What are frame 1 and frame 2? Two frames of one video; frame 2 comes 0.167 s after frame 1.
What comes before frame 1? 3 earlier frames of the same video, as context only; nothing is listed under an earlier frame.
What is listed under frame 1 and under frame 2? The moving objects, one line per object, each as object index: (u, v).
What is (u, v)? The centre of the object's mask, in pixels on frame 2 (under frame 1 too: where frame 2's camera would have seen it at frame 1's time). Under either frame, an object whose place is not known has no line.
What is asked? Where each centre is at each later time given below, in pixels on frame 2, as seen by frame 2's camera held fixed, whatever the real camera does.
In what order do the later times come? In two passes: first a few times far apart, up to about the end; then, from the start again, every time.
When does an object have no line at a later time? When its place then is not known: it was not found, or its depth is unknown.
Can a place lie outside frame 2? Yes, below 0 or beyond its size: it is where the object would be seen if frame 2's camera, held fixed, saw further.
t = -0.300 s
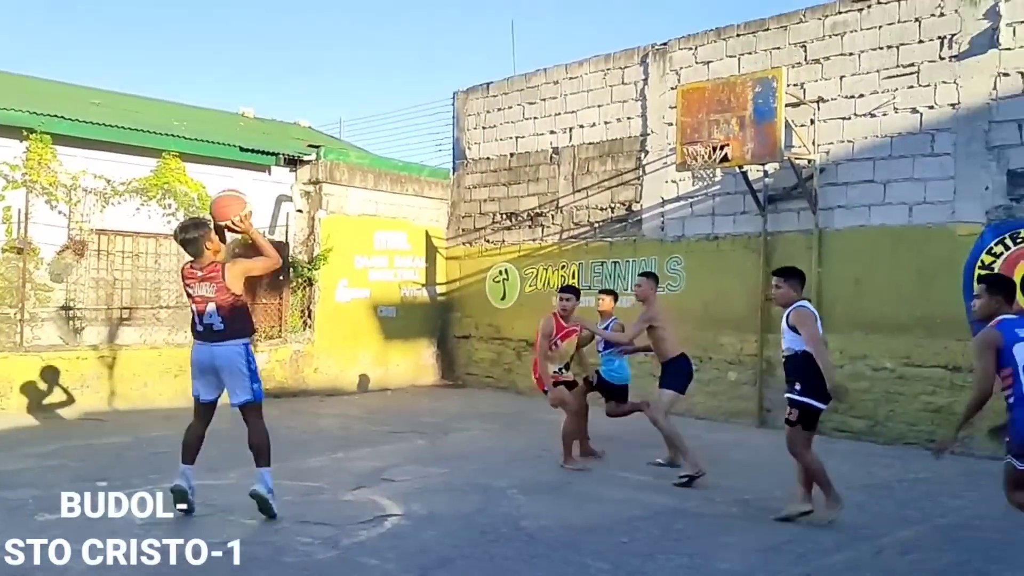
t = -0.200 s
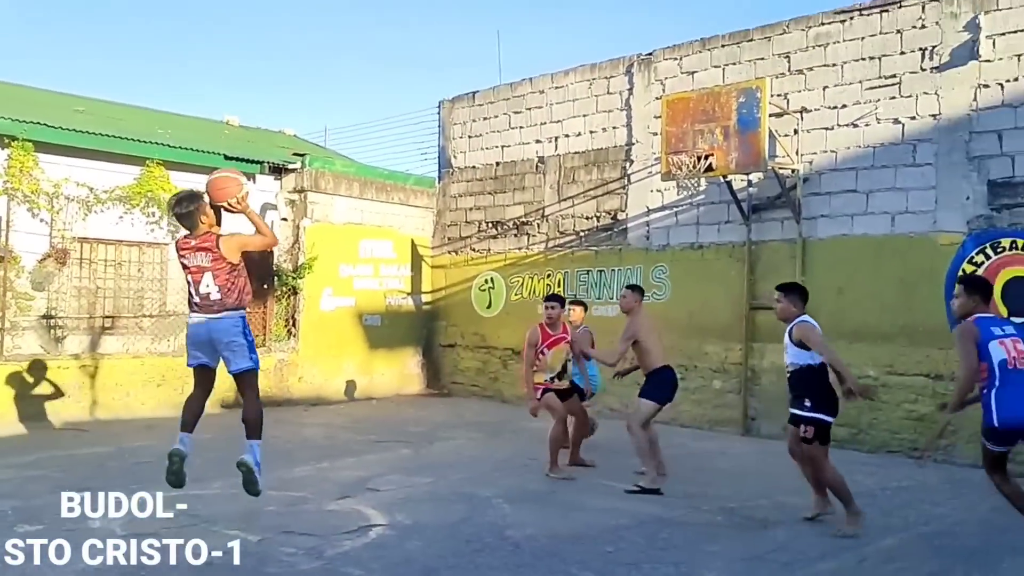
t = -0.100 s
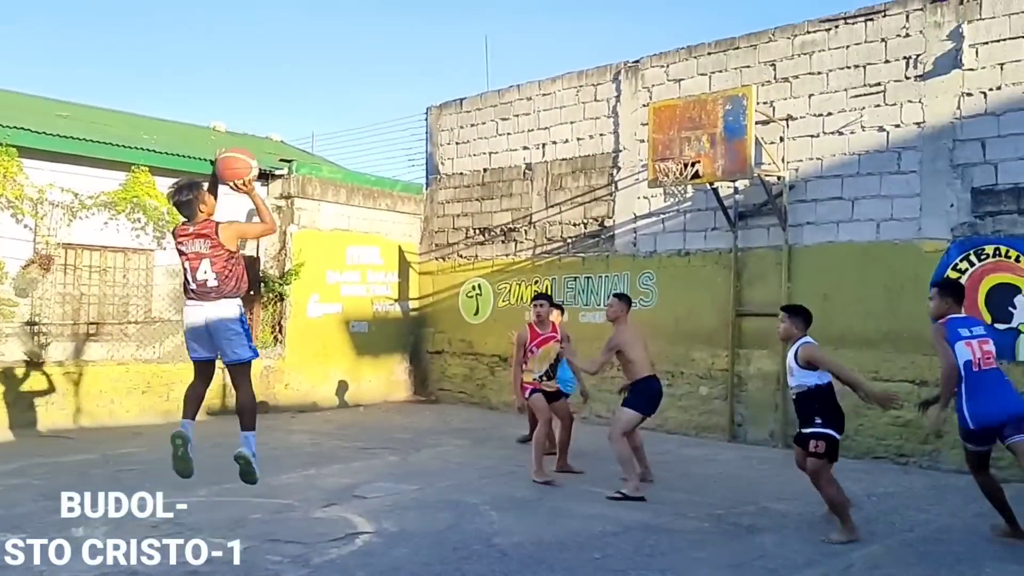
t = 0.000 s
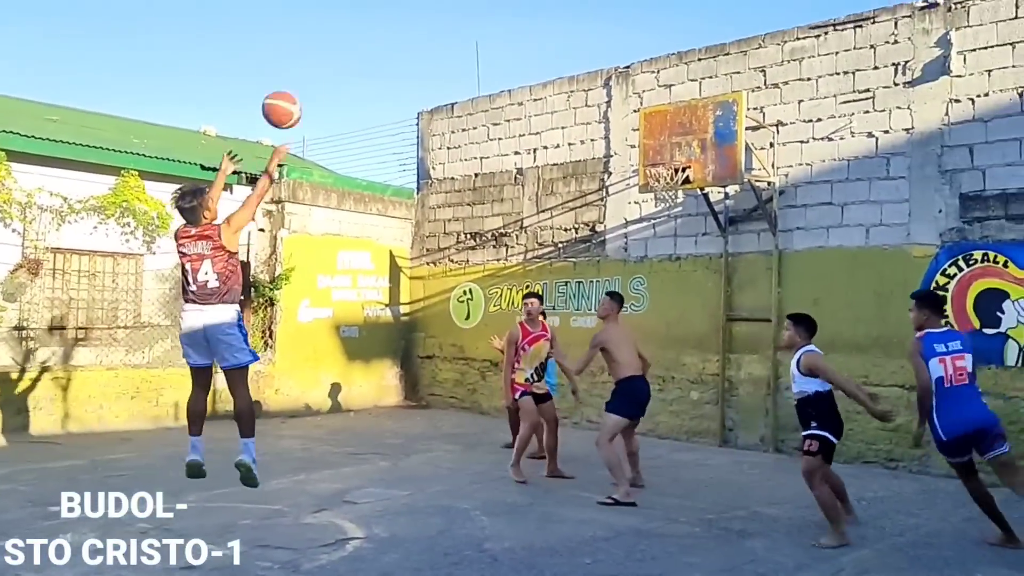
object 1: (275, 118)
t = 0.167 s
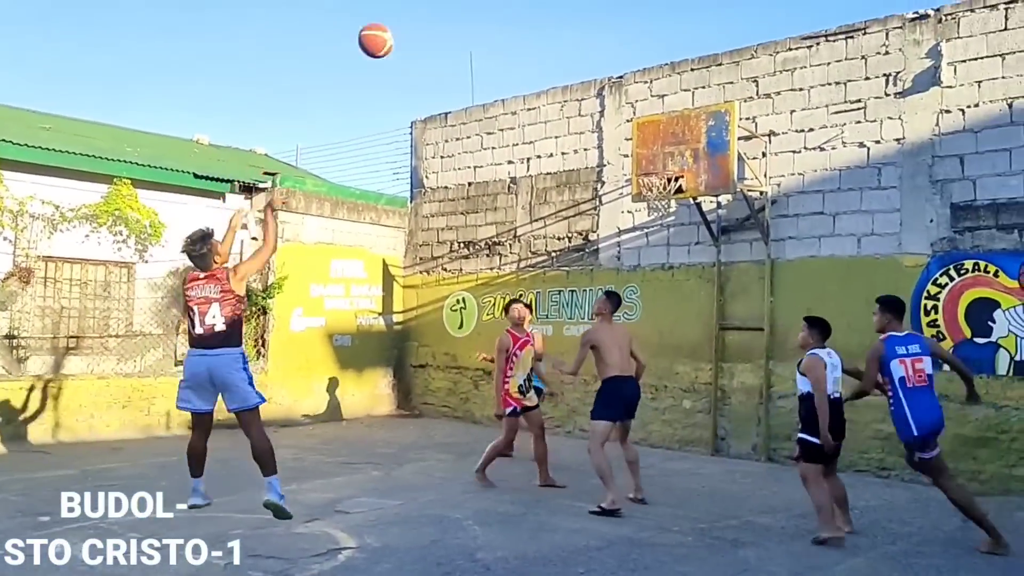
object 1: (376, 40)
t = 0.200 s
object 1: (393, 31)
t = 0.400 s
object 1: (482, 10)
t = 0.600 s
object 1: (554, 35)
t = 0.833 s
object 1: (619, 107)
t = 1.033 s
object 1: (669, 163)
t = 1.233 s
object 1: (728, 160)
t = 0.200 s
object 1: (393, 31)
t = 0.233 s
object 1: (409, 24)
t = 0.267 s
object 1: (425, 18)
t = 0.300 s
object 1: (441, 14)
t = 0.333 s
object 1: (455, 11)
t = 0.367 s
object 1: (469, 9)
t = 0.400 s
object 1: (482, 10)
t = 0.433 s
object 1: (496, 11)
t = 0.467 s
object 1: (508, 13)
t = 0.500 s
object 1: (521, 17)
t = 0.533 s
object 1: (532, 22)
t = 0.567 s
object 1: (543, 28)
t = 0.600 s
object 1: (554, 35)
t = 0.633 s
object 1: (564, 42)
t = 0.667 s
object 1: (574, 51)
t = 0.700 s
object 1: (584, 61)
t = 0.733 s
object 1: (594, 72)
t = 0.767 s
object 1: (602, 82)
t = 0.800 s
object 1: (611, 94)
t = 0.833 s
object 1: (619, 107)
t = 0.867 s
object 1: (628, 120)
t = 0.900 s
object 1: (636, 134)
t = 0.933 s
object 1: (644, 150)
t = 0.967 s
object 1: (652, 165)
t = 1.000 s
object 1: (660, 168)
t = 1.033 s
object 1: (669, 163)
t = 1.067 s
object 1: (678, 160)
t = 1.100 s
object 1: (687, 158)
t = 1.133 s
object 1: (698, 157)
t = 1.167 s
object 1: (708, 157)
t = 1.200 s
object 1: (718, 158)
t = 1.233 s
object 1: (728, 160)
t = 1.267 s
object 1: (737, 163)
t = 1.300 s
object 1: (748, 168)
